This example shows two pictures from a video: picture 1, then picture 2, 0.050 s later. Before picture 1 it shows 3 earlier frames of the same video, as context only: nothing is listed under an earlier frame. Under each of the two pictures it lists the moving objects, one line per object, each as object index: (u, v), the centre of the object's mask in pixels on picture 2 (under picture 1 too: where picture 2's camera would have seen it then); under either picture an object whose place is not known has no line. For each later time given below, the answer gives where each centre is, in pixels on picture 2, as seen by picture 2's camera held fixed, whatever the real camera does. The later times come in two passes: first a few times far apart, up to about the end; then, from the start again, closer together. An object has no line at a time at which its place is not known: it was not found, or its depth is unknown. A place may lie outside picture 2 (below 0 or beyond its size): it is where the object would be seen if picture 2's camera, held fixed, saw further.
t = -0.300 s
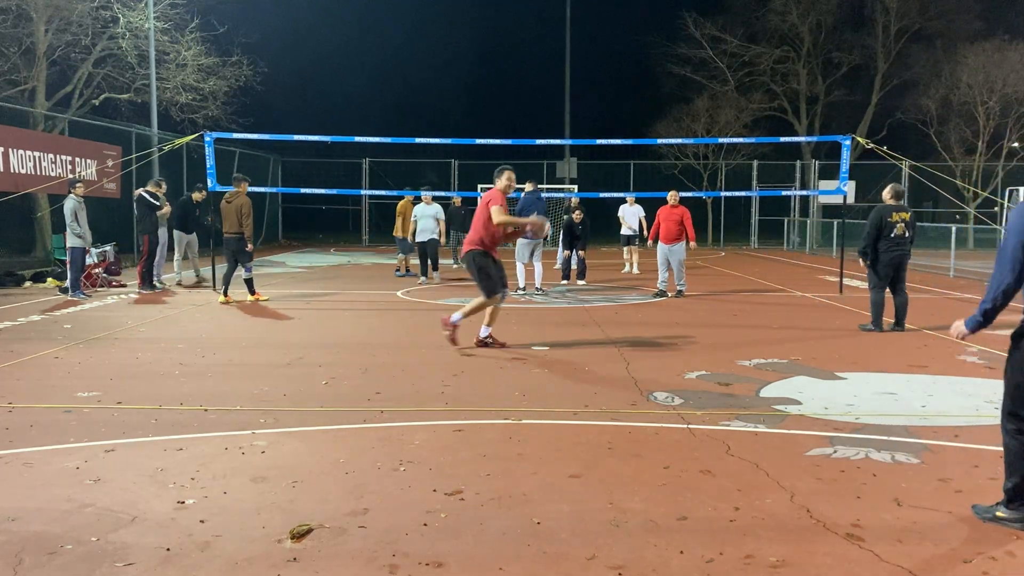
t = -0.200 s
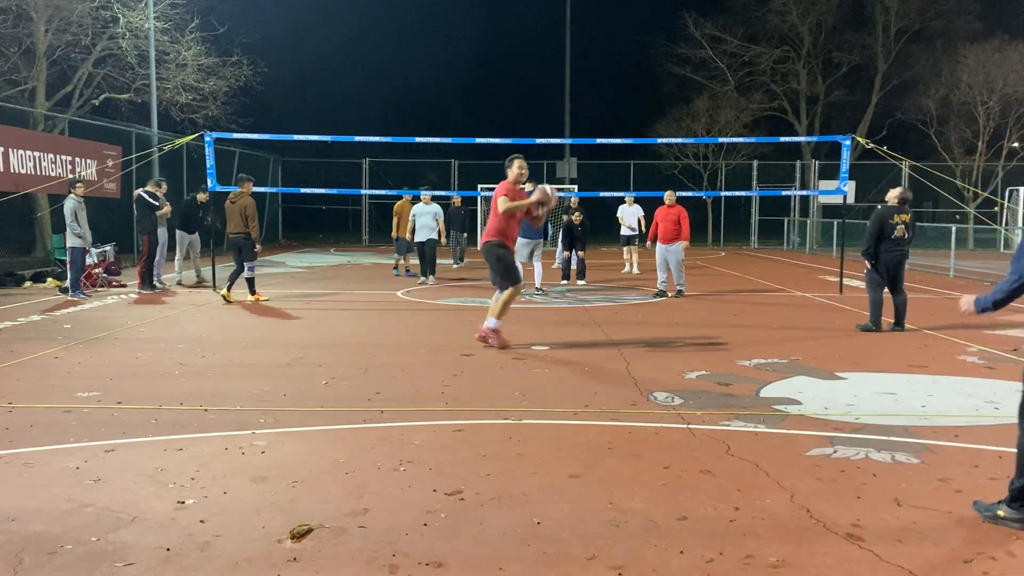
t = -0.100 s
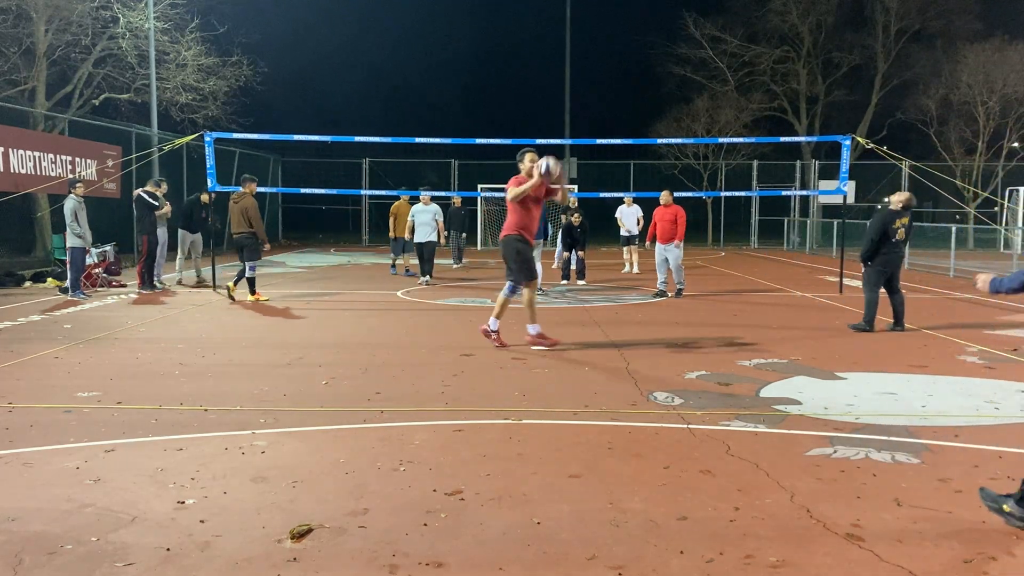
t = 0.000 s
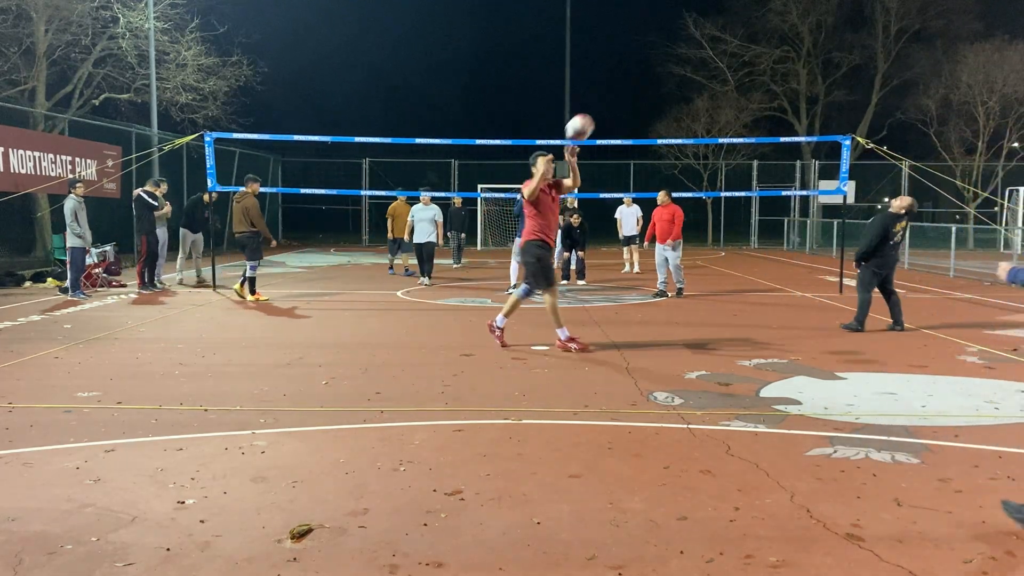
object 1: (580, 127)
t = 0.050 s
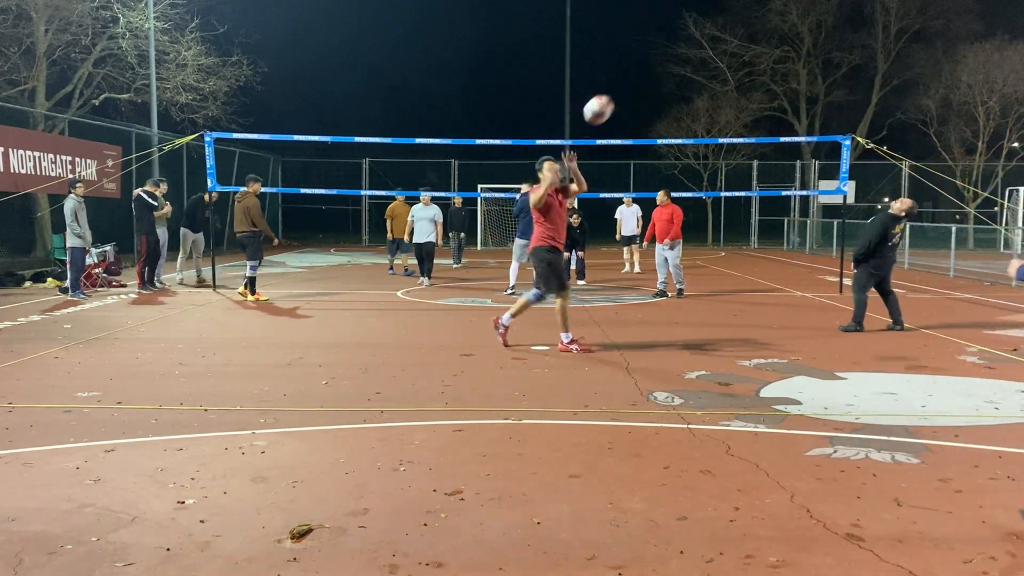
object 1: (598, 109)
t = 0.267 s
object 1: (697, 53)
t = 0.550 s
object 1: (879, 80)
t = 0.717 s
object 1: (1014, 180)
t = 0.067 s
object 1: (605, 104)
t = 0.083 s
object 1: (612, 98)
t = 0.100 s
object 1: (619, 93)
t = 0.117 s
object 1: (626, 88)
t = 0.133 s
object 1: (633, 83)
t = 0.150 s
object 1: (641, 78)
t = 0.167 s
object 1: (648, 73)
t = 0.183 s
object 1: (656, 69)
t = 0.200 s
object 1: (664, 66)
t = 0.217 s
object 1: (672, 62)
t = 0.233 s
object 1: (680, 59)
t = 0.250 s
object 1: (688, 56)
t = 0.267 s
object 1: (697, 53)
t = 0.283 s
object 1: (706, 51)
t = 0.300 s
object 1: (715, 49)
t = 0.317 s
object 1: (724, 48)
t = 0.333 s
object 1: (733, 47)
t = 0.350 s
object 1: (743, 46)
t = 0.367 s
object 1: (753, 46)
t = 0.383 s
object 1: (763, 46)
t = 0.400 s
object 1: (773, 47)
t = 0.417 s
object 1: (784, 49)
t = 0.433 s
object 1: (794, 50)
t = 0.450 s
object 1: (805, 52)
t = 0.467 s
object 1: (817, 55)
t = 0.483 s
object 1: (829, 59)
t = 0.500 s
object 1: (841, 63)
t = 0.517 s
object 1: (853, 68)
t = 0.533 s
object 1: (866, 73)
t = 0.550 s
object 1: (879, 80)
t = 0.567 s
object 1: (893, 86)
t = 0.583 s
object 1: (907, 94)
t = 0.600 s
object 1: (921, 102)
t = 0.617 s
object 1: (936, 111)
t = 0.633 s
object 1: (951, 121)
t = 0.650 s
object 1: (966, 131)
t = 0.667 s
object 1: (982, 144)
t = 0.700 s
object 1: (1006, 167)
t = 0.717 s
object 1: (1014, 180)
